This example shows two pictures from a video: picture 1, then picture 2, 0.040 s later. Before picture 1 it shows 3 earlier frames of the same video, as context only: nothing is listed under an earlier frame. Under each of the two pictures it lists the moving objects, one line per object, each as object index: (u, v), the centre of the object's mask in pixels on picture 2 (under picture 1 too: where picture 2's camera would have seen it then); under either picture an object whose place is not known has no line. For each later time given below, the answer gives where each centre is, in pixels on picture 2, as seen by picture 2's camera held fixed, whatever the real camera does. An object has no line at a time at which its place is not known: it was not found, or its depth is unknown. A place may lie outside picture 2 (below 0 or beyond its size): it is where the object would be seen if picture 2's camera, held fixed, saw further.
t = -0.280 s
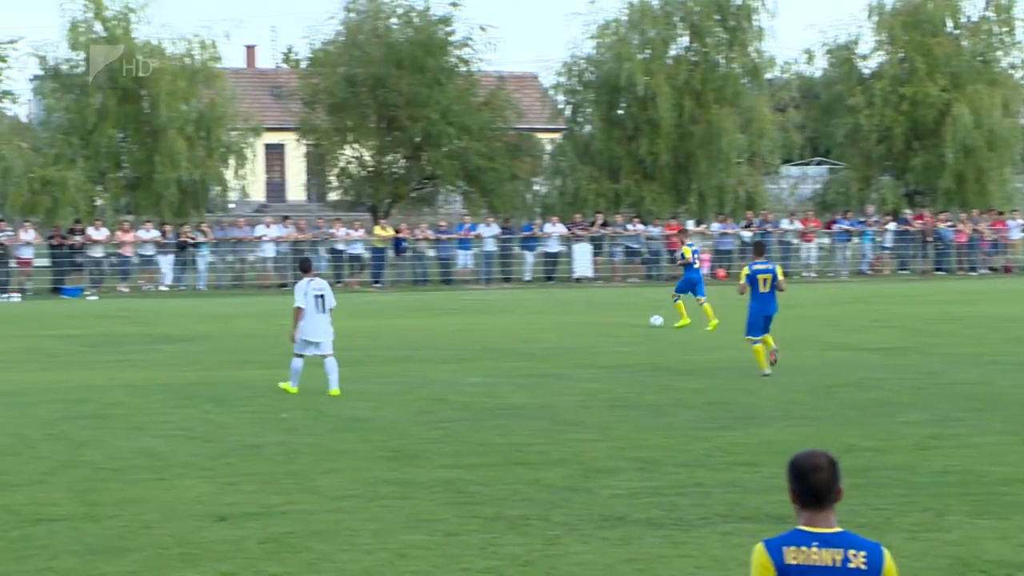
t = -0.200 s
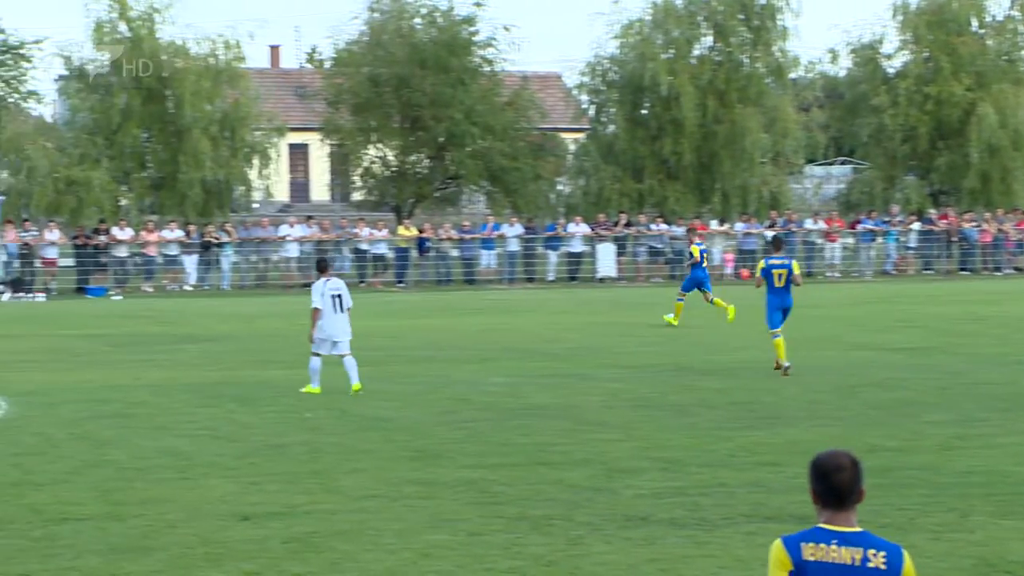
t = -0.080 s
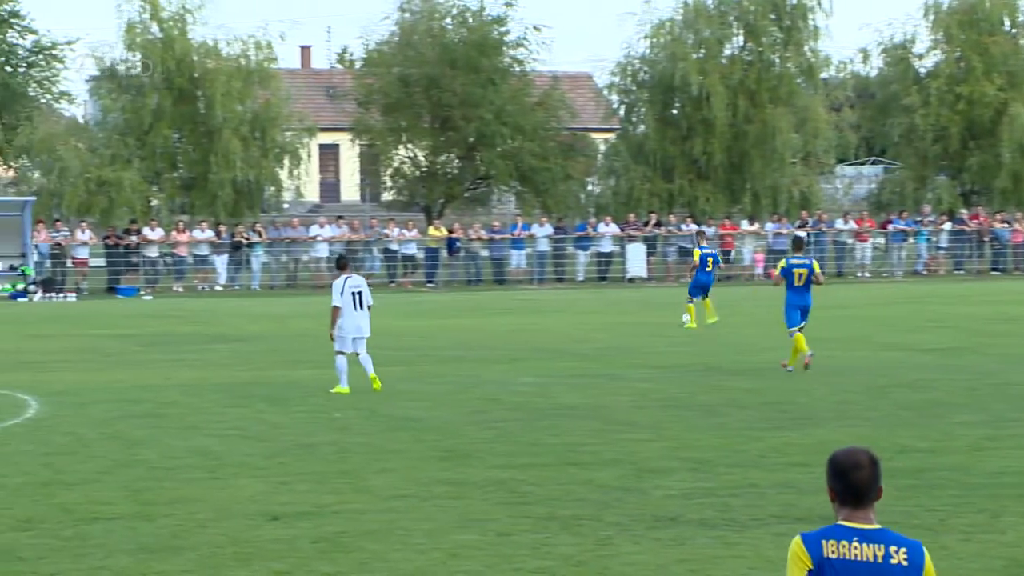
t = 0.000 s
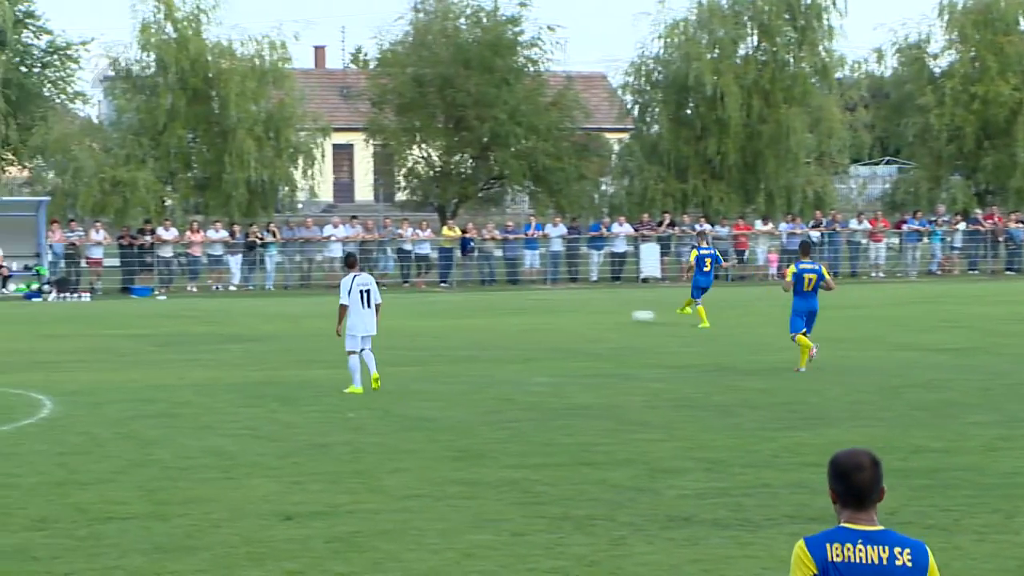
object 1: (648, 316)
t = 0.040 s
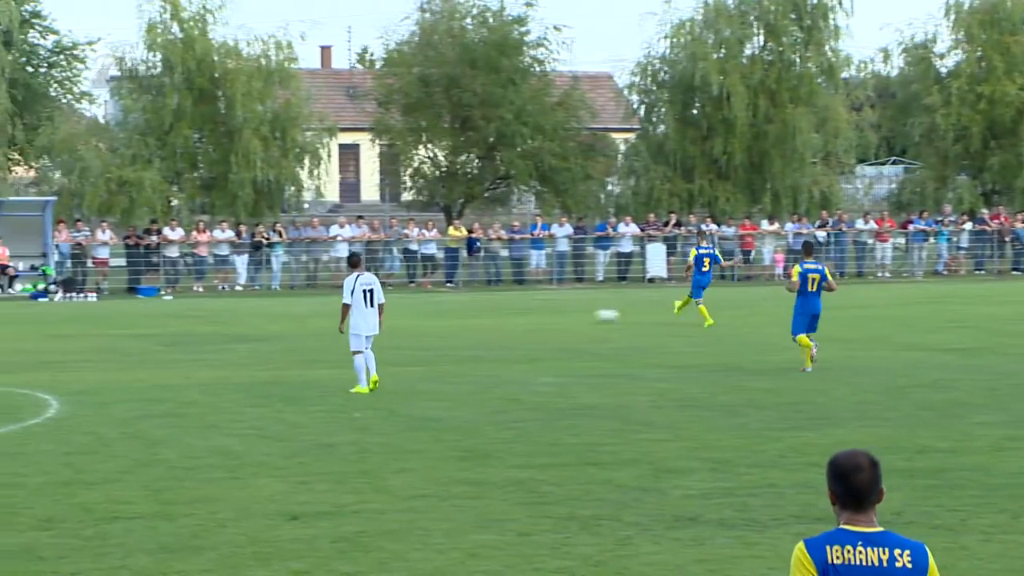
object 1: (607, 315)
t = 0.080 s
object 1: (567, 315)
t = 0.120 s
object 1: (528, 315)
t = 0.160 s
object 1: (491, 316)
